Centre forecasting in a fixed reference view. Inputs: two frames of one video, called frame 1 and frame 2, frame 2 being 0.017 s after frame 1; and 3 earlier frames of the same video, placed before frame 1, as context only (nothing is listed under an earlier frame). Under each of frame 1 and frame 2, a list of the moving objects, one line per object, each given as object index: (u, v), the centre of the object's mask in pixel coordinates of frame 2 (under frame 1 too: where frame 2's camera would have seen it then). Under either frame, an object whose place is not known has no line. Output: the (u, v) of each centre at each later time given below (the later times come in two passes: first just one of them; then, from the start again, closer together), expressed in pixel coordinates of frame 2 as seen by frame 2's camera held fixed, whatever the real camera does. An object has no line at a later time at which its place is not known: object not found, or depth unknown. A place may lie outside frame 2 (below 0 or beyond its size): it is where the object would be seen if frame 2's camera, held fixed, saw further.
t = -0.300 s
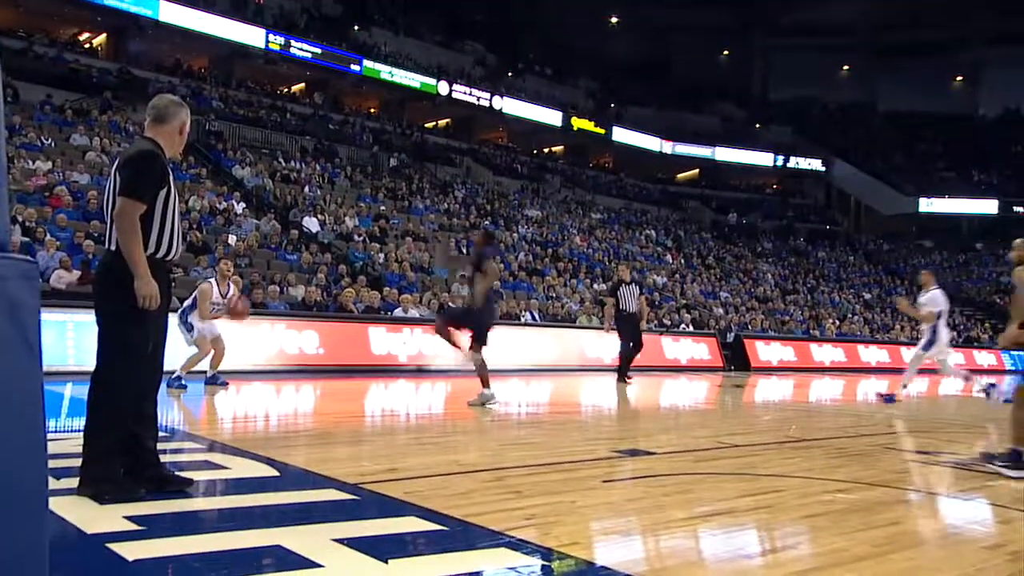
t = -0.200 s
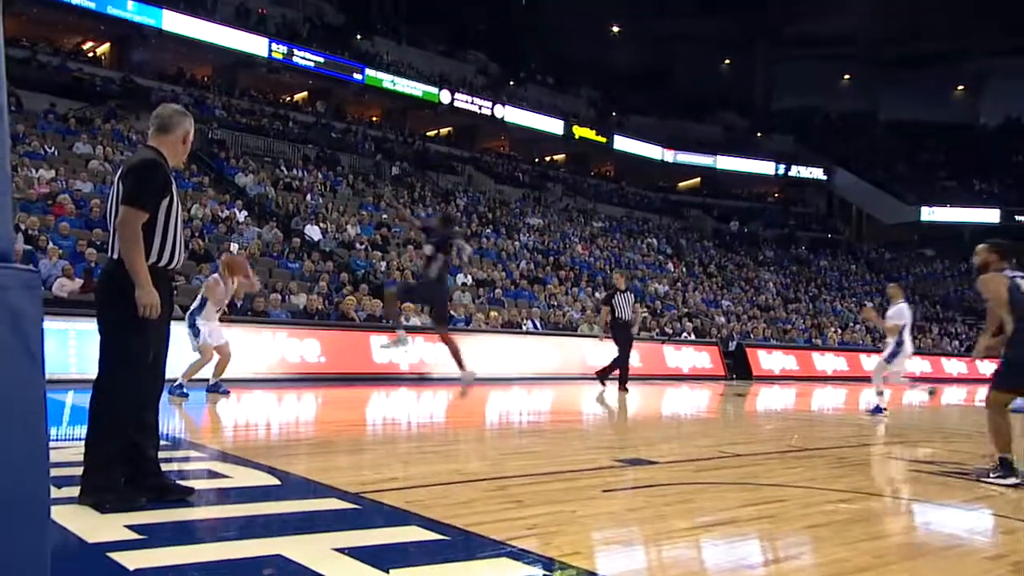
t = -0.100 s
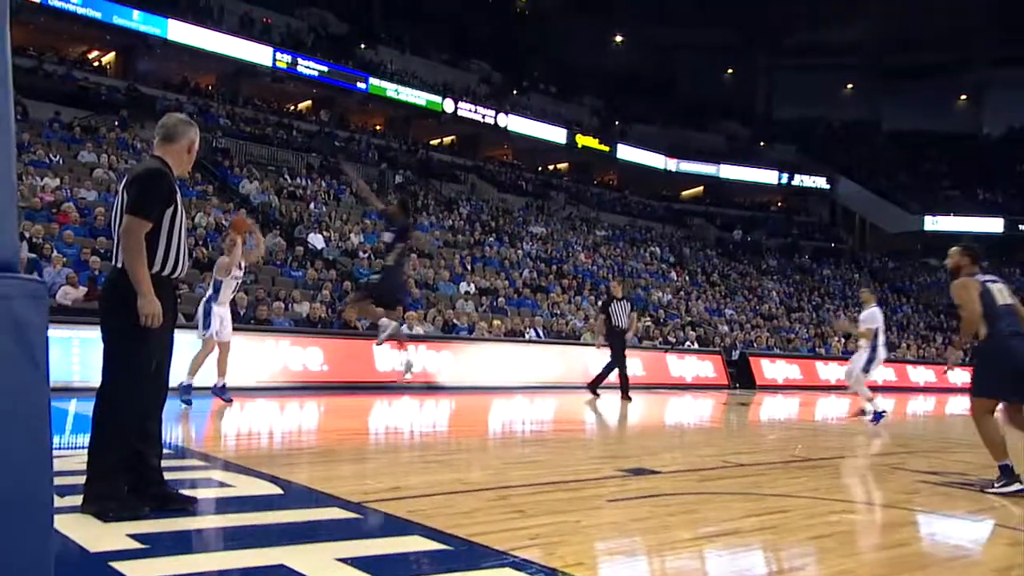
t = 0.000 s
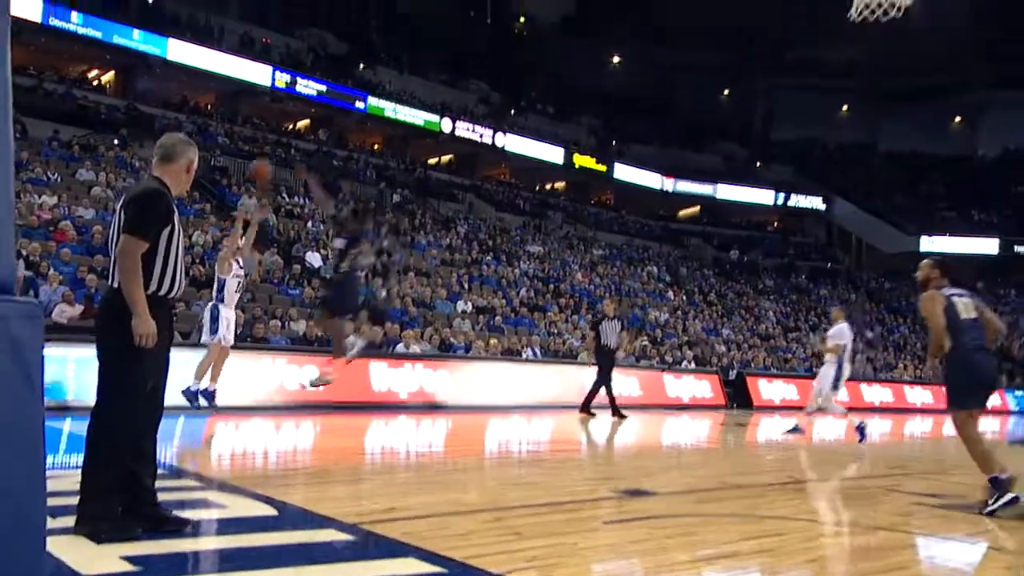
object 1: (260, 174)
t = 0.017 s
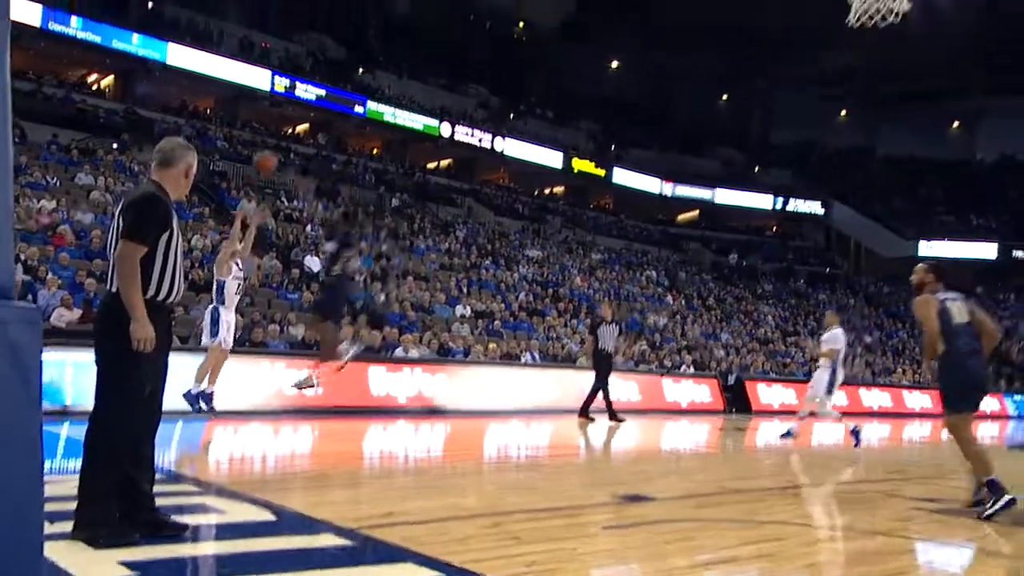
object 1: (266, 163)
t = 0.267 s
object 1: (339, 3)
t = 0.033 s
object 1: (270, 151)
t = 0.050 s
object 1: (274, 138)
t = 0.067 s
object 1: (279, 127)
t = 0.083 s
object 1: (284, 117)
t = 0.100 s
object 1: (289, 106)
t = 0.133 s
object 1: (299, 83)
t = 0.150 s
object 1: (305, 72)
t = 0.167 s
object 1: (310, 63)
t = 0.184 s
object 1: (314, 52)
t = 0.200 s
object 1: (318, 42)
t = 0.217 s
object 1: (325, 31)
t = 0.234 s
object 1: (329, 22)
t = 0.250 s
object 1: (334, 13)
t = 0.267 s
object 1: (339, 3)
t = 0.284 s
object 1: (345, -7)
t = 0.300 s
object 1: (350, -16)
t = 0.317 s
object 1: (356, -25)
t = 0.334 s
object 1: (361, -33)
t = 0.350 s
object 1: (366, -42)
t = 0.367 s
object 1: (372, -51)
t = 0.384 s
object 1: (377, -59)
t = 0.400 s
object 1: (383, -68)
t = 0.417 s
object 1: (389, -77)
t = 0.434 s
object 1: (395, -84)
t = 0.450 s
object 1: (400, -91)
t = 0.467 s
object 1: (406, -99)
